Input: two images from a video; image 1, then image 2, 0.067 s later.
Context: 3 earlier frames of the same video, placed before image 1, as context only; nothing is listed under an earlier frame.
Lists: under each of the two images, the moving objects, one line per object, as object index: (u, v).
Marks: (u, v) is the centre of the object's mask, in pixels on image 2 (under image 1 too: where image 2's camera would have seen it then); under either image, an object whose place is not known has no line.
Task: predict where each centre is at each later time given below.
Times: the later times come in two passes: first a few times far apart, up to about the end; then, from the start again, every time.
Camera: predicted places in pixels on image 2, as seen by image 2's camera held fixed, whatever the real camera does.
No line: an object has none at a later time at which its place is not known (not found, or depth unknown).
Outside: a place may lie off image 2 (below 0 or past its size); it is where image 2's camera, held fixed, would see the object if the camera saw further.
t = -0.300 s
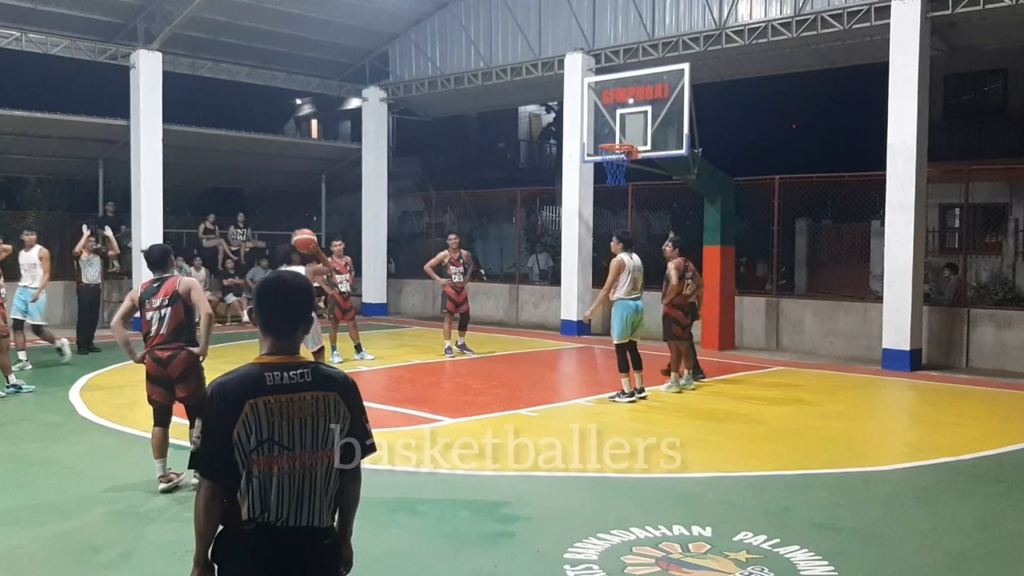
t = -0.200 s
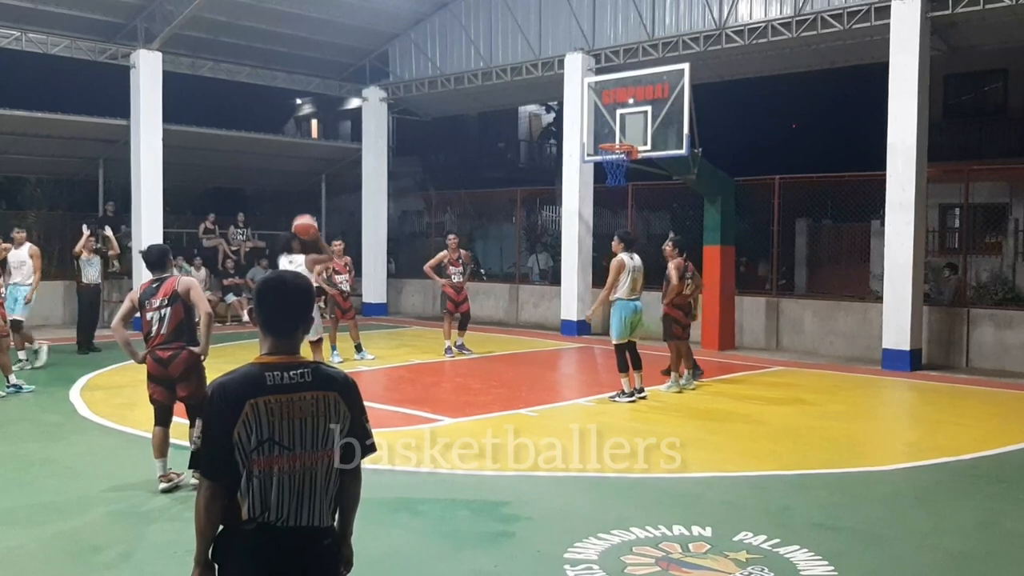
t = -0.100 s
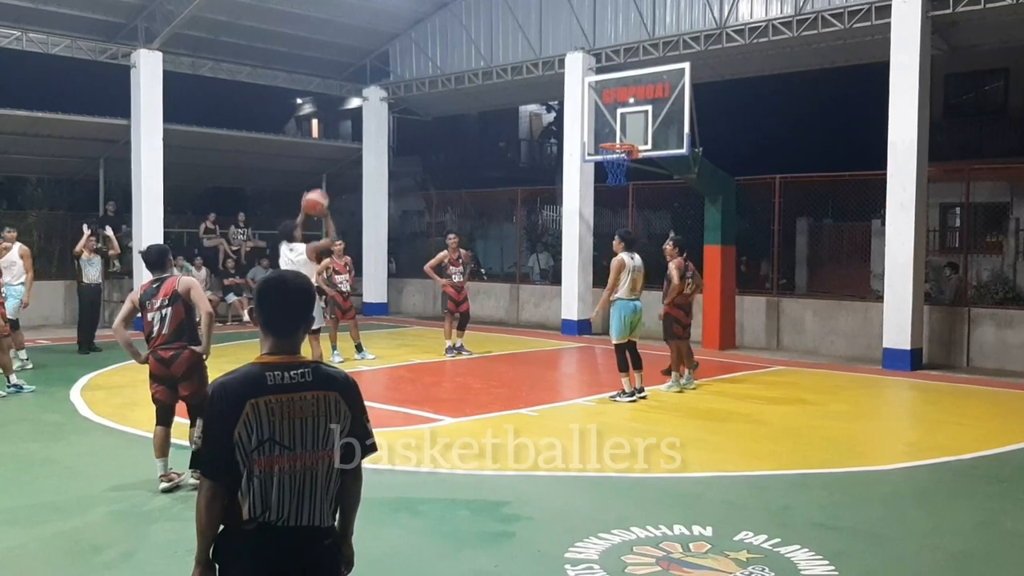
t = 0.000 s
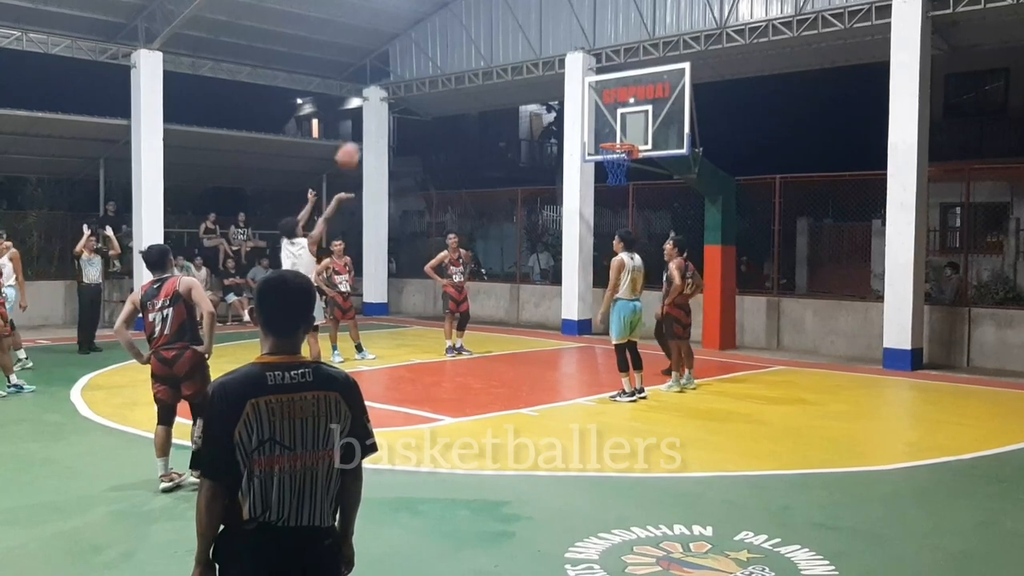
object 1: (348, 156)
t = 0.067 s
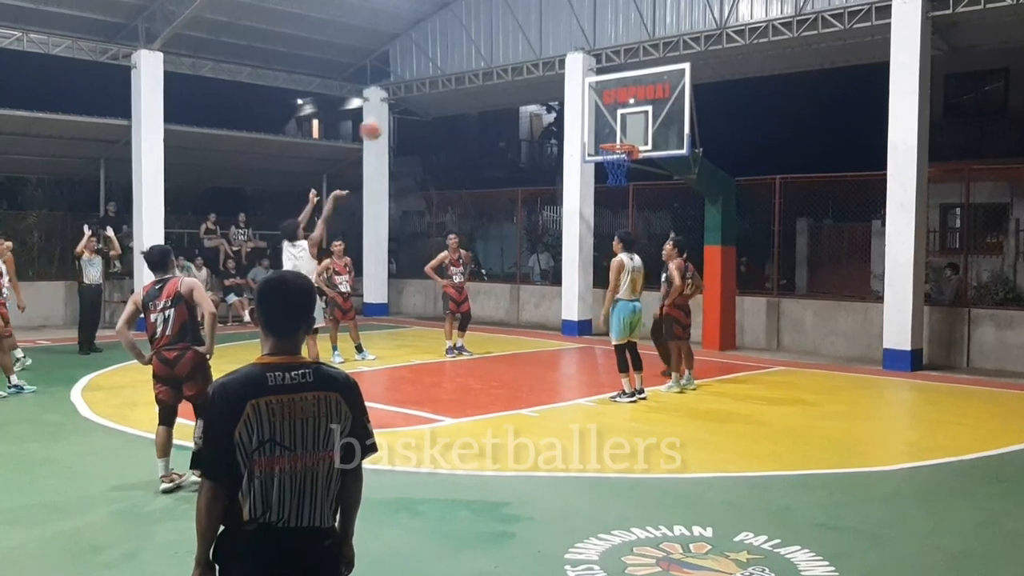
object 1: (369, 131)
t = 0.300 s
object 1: (443, 68)
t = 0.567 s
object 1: (514, 60)
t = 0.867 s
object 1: (581, 114)
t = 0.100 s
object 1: (383, 117)
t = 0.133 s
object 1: (394, 105)
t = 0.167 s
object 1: (404, 97)
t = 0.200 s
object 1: (414, 88)
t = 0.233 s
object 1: (424, 81)
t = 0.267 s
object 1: (433, 73)
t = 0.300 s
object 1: (443, 68)
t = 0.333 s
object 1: (452, 64)
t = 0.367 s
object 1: (462, 62)
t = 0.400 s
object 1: (471, 60)
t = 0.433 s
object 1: (480, 57)
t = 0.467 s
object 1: (489, 57)
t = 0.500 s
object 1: (496, 57)
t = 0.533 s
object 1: (505, 59)
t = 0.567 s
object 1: (514, 60)
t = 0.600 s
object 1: (521, 63)
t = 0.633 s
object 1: (529, 67)
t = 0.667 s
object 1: (538, 72)
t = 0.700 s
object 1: (546, 77)
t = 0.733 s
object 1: (553, 83)
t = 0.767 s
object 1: (559, 89)
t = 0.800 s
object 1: (566, 97)
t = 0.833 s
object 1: (574, 105)
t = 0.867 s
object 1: (581, 114)
